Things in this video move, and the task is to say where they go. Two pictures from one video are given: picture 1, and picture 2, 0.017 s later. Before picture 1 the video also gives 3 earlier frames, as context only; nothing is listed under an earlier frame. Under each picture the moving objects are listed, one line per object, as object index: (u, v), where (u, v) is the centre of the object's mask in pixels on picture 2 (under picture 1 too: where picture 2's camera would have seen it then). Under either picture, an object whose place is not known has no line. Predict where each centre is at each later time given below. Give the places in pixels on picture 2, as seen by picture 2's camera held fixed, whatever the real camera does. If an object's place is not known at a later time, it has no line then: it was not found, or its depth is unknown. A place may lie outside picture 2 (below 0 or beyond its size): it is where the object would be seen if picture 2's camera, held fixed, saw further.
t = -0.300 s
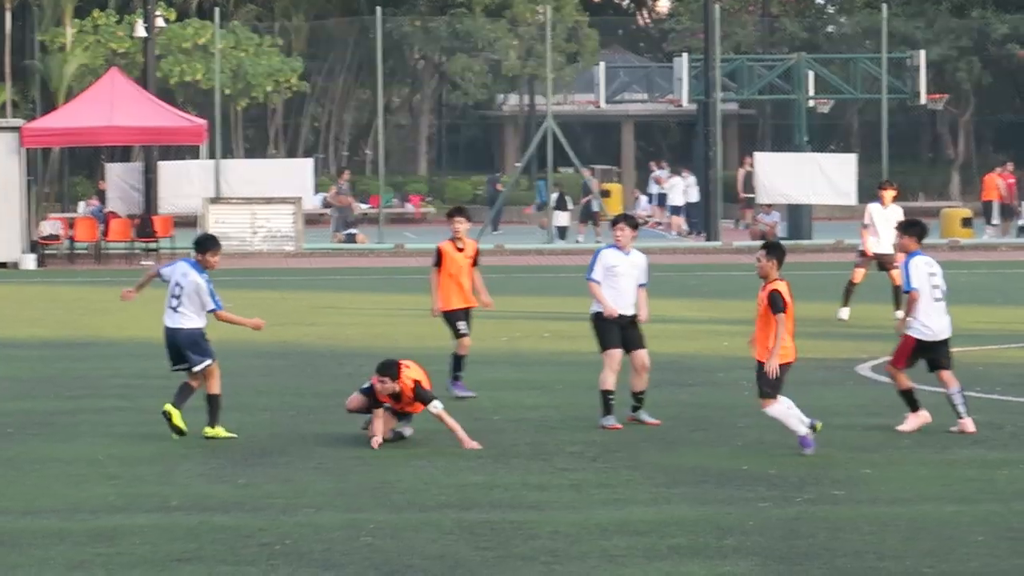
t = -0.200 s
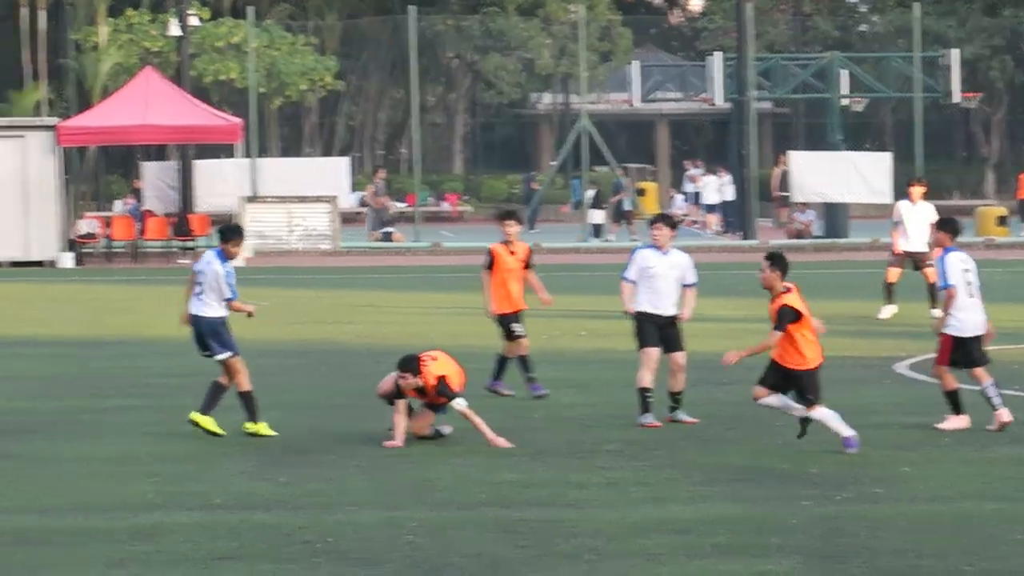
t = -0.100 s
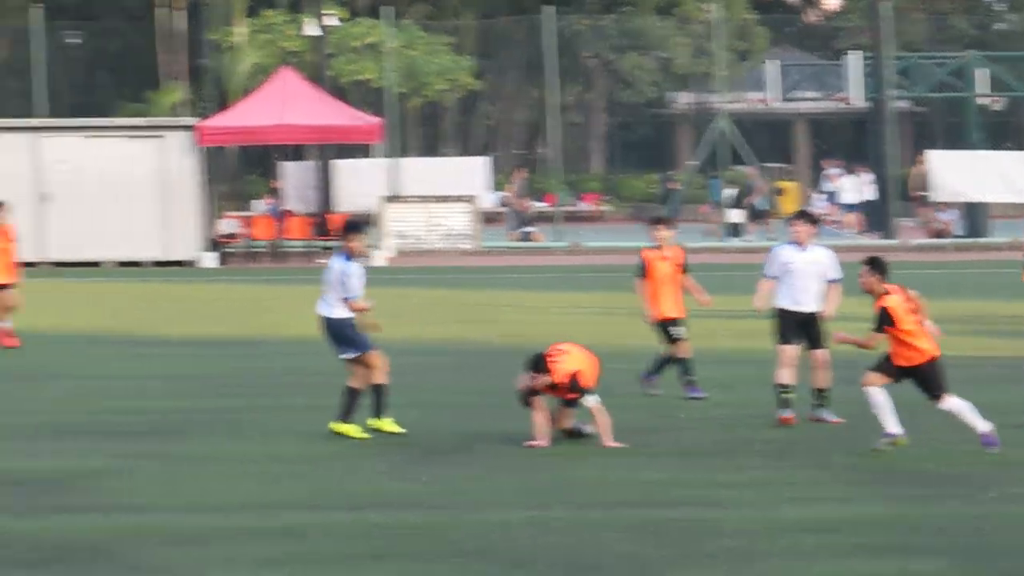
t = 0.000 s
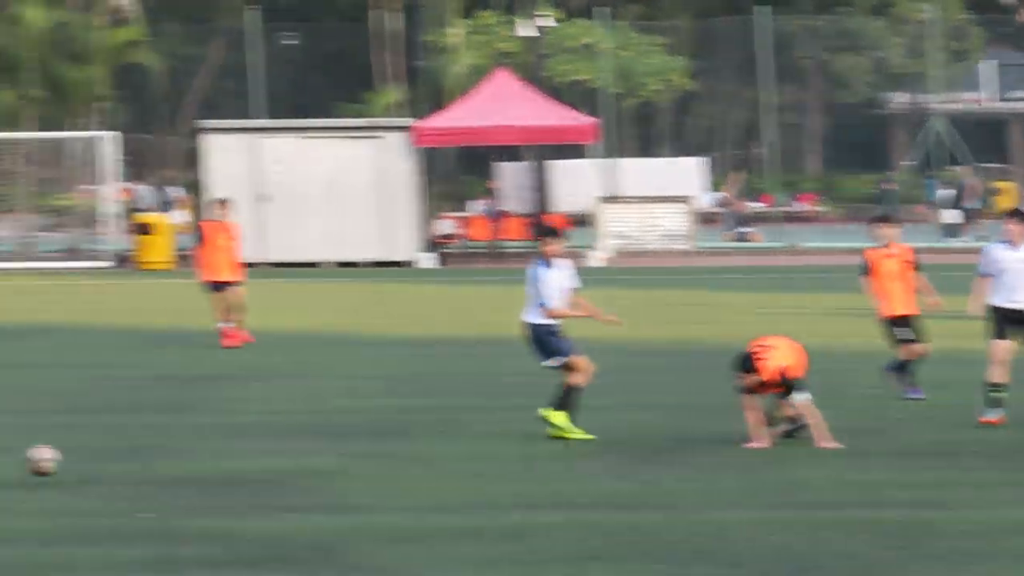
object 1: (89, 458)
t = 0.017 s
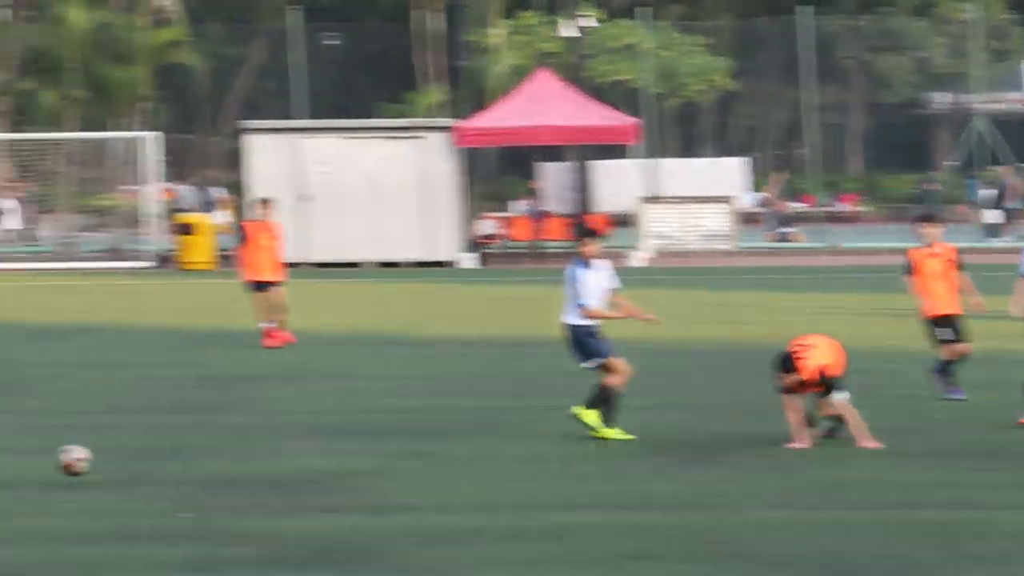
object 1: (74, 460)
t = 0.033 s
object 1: (64, 460)
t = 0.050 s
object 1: (54, 461)
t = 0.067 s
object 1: (49, 462)
